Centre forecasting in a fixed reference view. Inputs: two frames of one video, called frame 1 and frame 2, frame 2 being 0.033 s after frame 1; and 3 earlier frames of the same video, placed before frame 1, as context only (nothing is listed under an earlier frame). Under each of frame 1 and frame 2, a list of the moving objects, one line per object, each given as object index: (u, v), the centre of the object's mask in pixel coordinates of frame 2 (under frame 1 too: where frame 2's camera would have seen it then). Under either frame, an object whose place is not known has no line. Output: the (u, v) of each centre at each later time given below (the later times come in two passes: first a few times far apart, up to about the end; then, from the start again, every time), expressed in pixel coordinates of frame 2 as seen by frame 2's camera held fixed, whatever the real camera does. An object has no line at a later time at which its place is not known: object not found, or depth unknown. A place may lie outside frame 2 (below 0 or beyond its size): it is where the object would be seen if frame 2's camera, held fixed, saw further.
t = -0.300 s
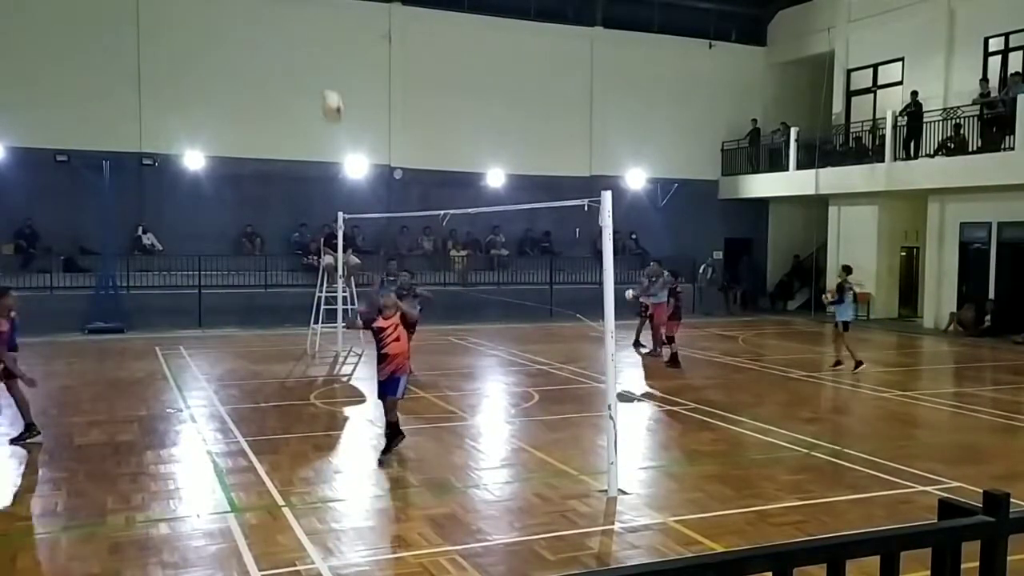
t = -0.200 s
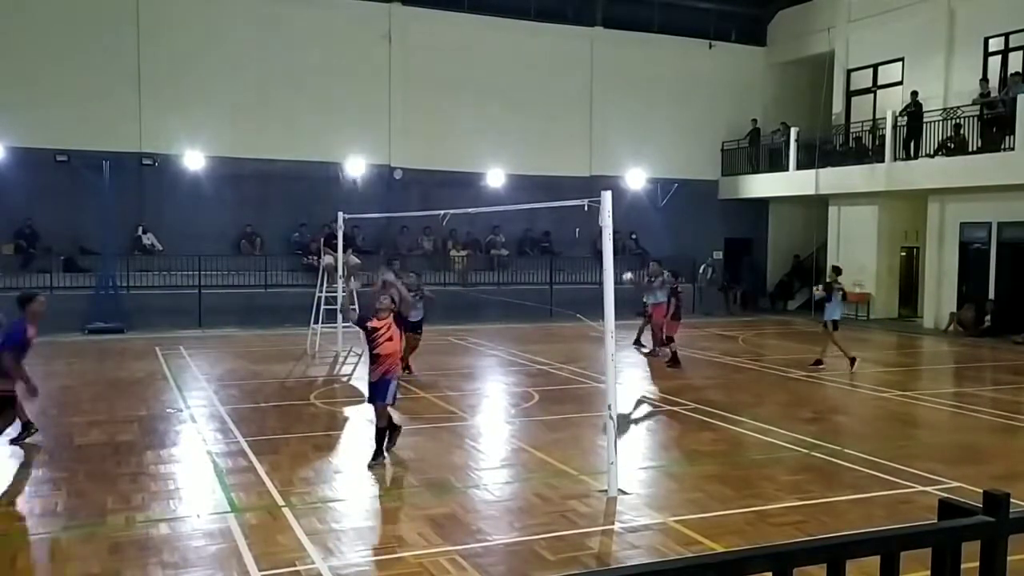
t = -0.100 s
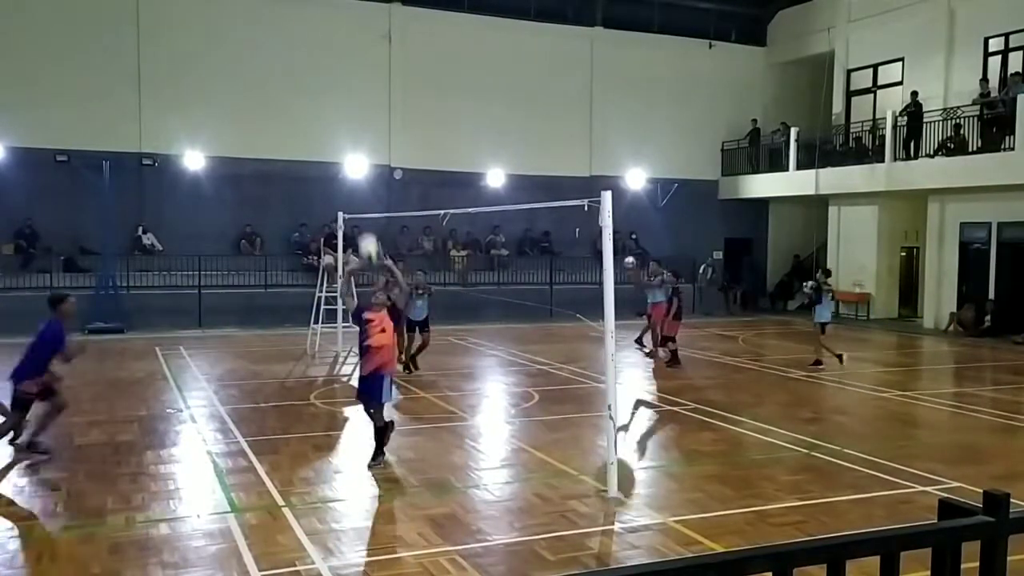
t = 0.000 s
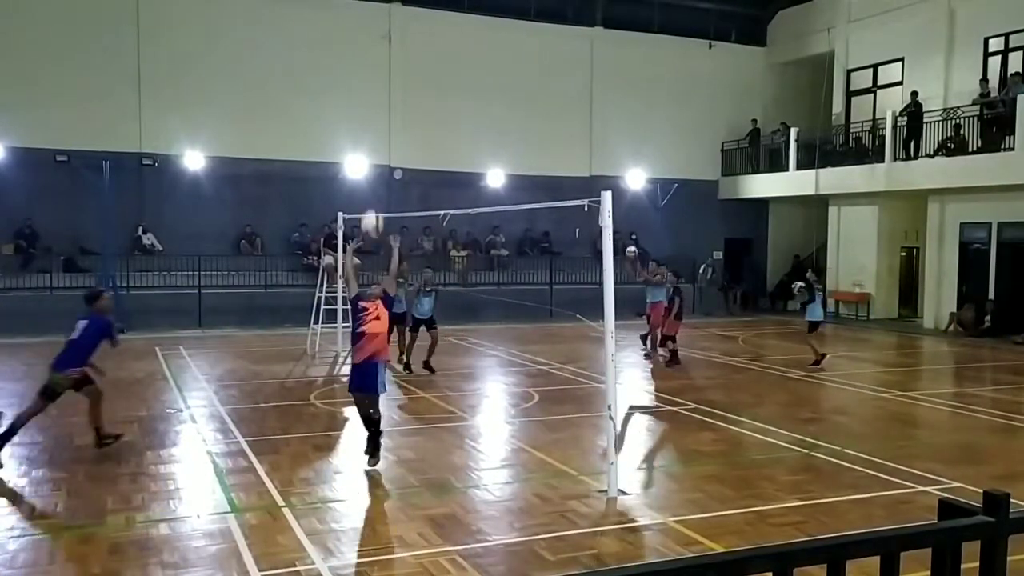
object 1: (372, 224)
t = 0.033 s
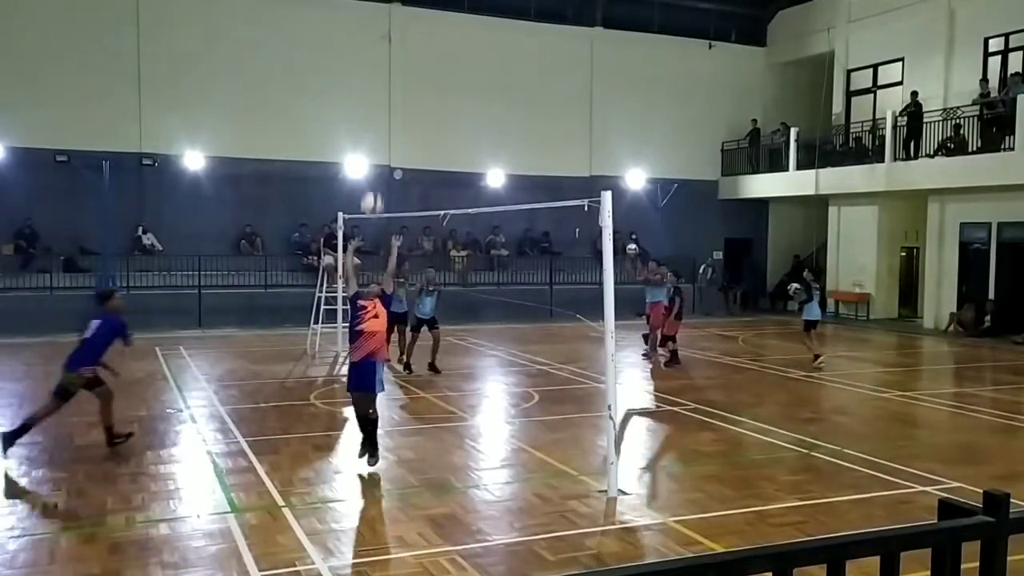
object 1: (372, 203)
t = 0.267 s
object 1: (371, 110)
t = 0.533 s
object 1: (367, 74)
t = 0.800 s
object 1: (363, 106)
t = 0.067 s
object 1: (372, 186)
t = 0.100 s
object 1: (377, 172)
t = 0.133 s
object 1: (374, 157)
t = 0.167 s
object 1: (369, 145)
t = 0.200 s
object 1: (370, 132)
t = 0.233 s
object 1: (372, 119)
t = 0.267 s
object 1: (371, 110)
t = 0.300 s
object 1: (370, 100)
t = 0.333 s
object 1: (370, 93)
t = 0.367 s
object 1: (370, 86)
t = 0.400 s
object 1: (369, 82)
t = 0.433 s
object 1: (369, 79)
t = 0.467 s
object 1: (368, 76)
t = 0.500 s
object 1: (368, 75)
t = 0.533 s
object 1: (367, 74)
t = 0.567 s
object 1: (367, 74)
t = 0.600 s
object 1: (366, 76)
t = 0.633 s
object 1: (365, 78)
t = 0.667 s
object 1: (365, 82)
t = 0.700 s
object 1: (365, 87)
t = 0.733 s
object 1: (364, 92)
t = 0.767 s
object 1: (363, 98)
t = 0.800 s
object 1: (363, 106)
